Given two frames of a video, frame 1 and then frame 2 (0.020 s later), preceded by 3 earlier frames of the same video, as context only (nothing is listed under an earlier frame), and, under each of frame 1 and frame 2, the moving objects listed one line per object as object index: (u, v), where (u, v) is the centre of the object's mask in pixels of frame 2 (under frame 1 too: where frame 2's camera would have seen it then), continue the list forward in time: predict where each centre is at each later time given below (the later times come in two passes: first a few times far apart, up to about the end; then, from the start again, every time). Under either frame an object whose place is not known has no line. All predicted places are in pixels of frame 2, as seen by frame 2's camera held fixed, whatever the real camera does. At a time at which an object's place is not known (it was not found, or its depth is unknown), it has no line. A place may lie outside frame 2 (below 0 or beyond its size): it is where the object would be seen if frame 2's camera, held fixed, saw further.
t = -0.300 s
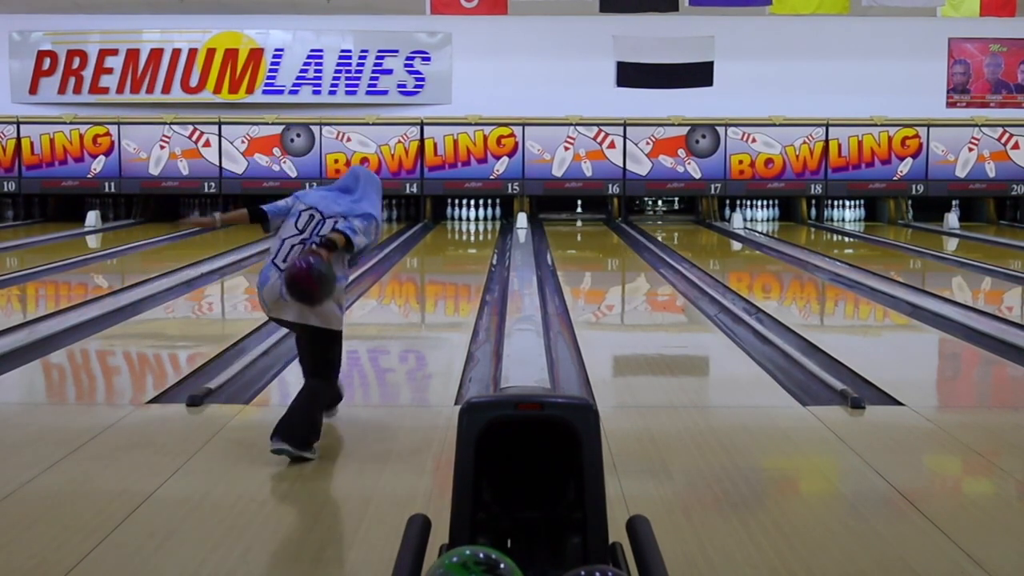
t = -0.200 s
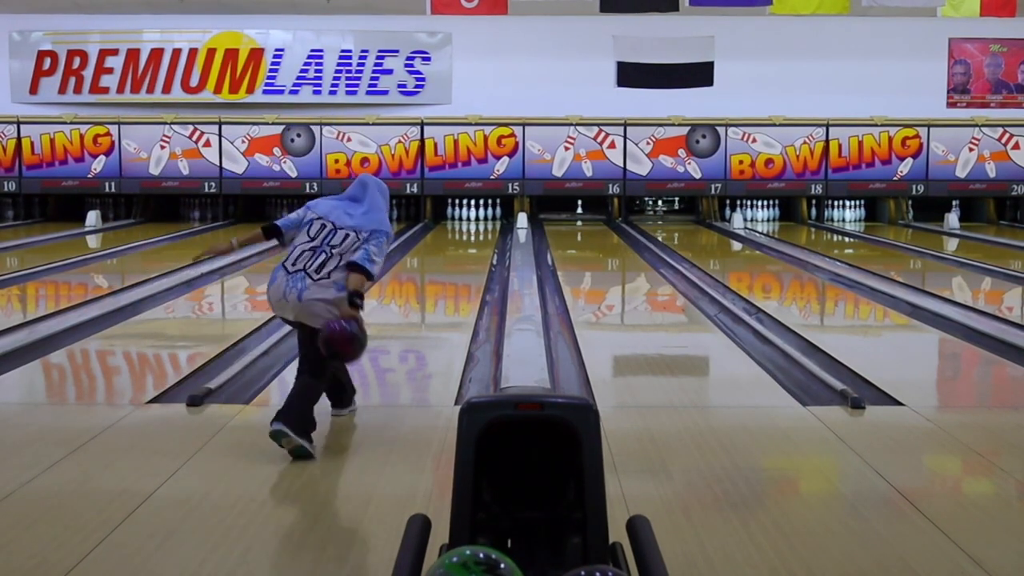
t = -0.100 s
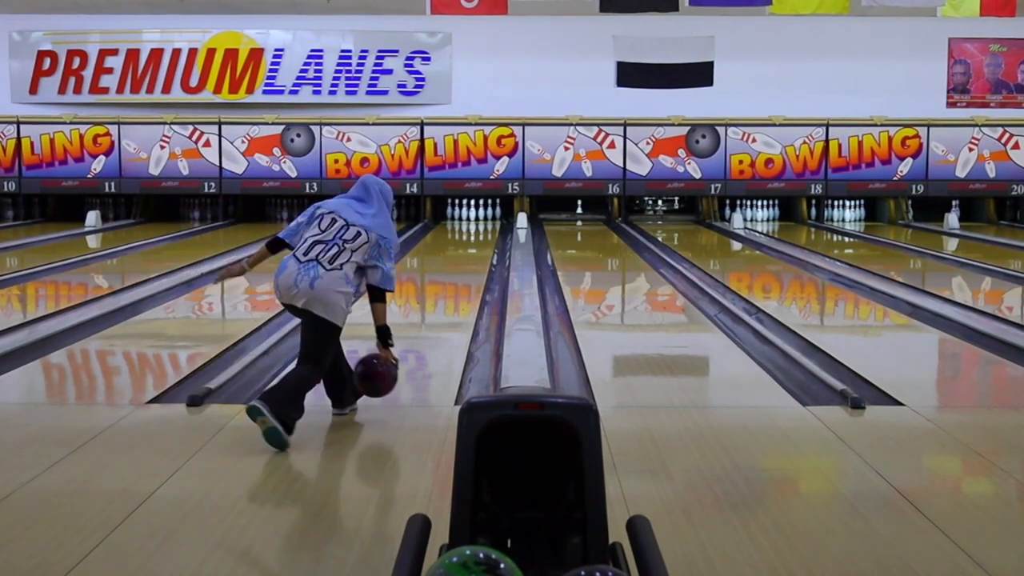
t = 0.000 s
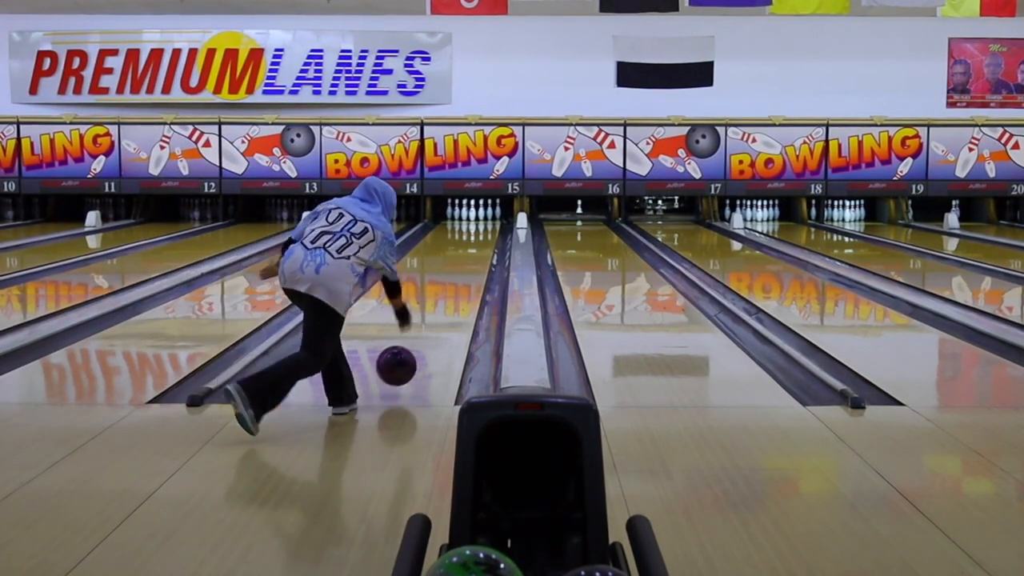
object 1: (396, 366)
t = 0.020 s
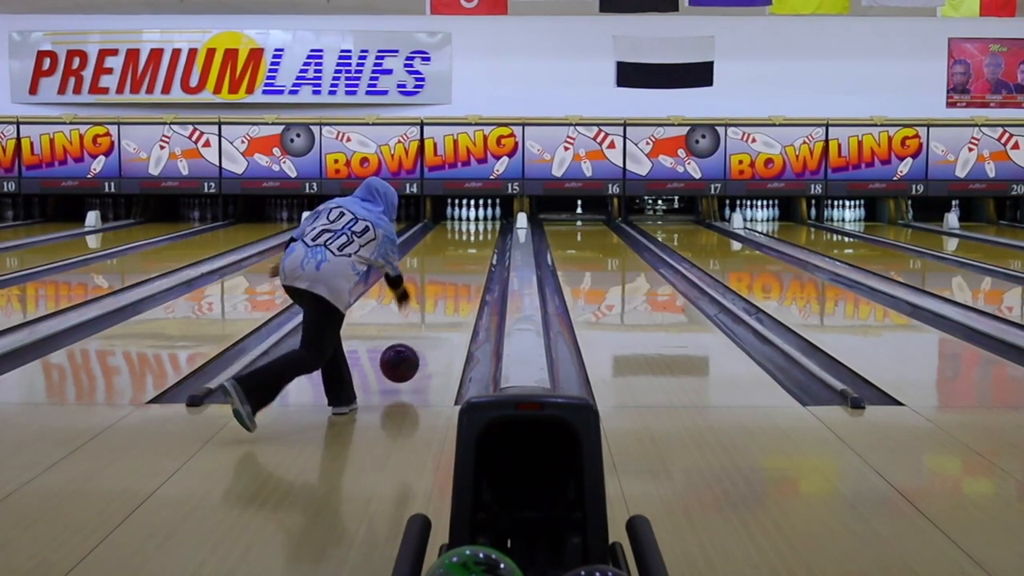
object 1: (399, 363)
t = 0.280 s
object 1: (431, 329)
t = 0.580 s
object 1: (455, 297)
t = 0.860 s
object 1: (469, 276)
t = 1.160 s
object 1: (479, 259)
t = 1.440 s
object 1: (485, 247)
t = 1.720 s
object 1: (488, 238)
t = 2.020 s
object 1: (489, 230)
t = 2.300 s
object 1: (488, 224)
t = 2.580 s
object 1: (483, 219)
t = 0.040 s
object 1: (402, 361)
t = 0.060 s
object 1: (405, 360)
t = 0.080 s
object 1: (408, 359)
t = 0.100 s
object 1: (411, 356)
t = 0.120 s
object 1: (413, 353)
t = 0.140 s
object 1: (415, 350)
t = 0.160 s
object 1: (418, 347)
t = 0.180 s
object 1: (420, 343)
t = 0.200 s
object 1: (422, 341)
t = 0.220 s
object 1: (425, 337)
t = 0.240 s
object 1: (427, 335)
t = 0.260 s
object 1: (429, 332)
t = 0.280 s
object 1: (431, 329)
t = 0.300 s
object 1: (433, 326)
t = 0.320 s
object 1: (435, 324)
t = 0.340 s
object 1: (437, 321)
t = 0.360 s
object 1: (438, 319)
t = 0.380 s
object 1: (440, 317)
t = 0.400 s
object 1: (442, 315)
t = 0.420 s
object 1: (443, 312)
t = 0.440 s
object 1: (445, 310)
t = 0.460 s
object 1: (446, 308)
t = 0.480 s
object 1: (448, 306)
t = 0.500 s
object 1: (449, 304)
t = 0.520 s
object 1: (451, 302)
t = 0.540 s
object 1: (452, 300)
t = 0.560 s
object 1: (453, 298)
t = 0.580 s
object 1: (455, 297)
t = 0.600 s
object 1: (456, 295)
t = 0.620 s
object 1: (457, 293)
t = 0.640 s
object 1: (458, 292)
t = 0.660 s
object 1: (459, 290)
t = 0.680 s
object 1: (460, 288)
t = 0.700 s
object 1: (461, 287)
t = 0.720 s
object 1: (462, 285)
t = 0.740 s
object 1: (463, 284)
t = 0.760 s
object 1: (464, 283)
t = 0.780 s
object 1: (465, 281)
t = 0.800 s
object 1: (466, 280)
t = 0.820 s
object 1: (467, 278)
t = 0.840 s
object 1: (468, 277)
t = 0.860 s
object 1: (469, 276)
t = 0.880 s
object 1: (470, 274)
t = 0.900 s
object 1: (470, 273)
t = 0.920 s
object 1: (471, 272)
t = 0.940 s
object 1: (472, 271)
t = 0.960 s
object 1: (473, 269)
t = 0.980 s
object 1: (473, 268)
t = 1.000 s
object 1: (474, 267)
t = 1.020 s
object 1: (475, 266)
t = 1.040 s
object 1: (475, 265)
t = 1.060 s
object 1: (476, 264)
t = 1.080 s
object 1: (476, 263)
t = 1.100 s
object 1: (477, 262)
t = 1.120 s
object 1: (477, 261)
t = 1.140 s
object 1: (478, 260)
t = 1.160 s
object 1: (479, 259)
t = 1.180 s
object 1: (479, 258)
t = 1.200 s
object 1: (480, 257)
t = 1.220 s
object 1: (480, 256)
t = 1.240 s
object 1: (481, 255)
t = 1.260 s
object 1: (481, 254)
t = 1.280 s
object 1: (482, 254)
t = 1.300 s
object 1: (482, 253)
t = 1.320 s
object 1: (483, 252)
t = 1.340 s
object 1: (483, 251)
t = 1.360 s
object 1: (483, 251)
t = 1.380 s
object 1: (484, 249)
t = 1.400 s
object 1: (484, 249)
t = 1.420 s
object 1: (485, 248)
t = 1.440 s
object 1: (485, 247)
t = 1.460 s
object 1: (485, 246)
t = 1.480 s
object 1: (485, 246)
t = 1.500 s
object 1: (486, 245)
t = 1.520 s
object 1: (486, 244)
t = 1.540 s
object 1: (487, 244)
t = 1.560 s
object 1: (487, 243)
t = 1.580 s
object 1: (487, 242)
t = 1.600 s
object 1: (487, 242)
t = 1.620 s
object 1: (487, 241)
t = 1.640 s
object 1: (487, 240)
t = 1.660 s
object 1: (488, 239)
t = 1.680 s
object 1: (488, 239)
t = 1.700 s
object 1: (488, 238)
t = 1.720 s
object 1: (488, 238)
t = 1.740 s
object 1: (488, 237)
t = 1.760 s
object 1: (489, 237)
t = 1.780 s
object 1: (489, 236)
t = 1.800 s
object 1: (489, 235)
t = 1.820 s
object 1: (489, 235)
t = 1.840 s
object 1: (489, 235)
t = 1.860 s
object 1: (489, 234)
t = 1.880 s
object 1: (489, 234)
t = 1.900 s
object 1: (489, 233)
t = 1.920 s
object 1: (489, 232)
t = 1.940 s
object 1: (489, 232)
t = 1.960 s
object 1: (490, 231)
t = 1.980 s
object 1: (489, 231)
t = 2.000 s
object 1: (489, 231)
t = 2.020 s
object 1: (489, 230)
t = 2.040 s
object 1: (489, 229)
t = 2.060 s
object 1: (489, 229)
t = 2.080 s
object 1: (489, 229)
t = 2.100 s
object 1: (489, 228)
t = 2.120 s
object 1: (489, 228)
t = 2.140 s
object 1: (489, 228)
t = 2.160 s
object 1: (489, 227)
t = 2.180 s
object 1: (489, 227)
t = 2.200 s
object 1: (489, 226)
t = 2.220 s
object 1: (489, 226)
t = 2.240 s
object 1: (489, 225)
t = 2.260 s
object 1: (488, 225)
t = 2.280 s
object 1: (488, 225)
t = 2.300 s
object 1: (488, 224)
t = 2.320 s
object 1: (487, 224)
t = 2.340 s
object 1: (487, 224)
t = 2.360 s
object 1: (487, 223)
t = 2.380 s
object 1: (486, 223)
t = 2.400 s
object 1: (486, 223)
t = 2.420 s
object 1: (486, 222)
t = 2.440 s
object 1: (485, 222)
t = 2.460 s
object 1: (485, 221)
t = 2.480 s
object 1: (485, 221)
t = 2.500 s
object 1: (484, 221)
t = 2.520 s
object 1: (484, 220)
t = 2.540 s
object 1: (483, 220)
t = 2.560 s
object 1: (483, 220)
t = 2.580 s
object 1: (483, 219)
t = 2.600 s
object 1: (483, 219)
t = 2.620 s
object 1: (482, 219)
